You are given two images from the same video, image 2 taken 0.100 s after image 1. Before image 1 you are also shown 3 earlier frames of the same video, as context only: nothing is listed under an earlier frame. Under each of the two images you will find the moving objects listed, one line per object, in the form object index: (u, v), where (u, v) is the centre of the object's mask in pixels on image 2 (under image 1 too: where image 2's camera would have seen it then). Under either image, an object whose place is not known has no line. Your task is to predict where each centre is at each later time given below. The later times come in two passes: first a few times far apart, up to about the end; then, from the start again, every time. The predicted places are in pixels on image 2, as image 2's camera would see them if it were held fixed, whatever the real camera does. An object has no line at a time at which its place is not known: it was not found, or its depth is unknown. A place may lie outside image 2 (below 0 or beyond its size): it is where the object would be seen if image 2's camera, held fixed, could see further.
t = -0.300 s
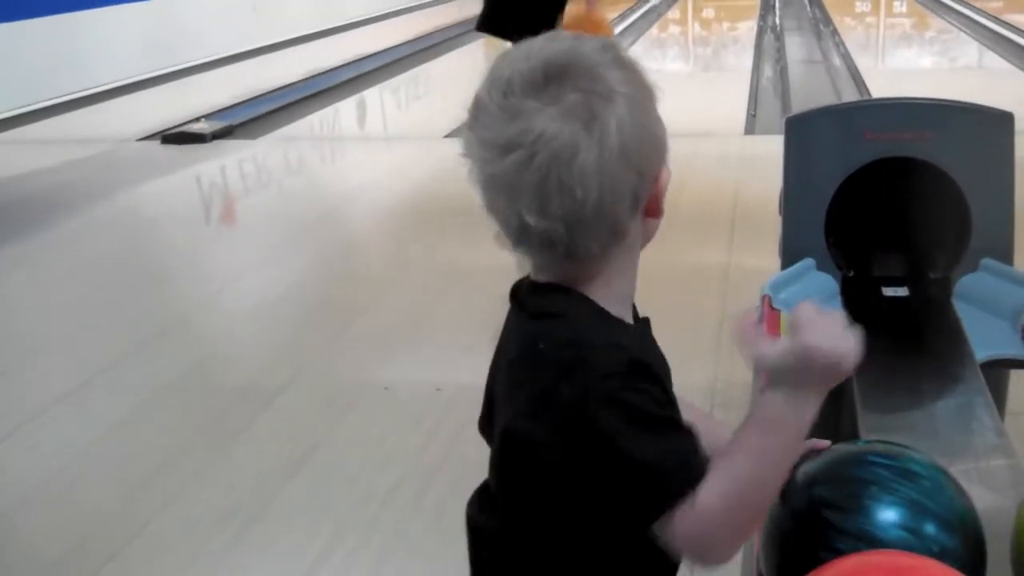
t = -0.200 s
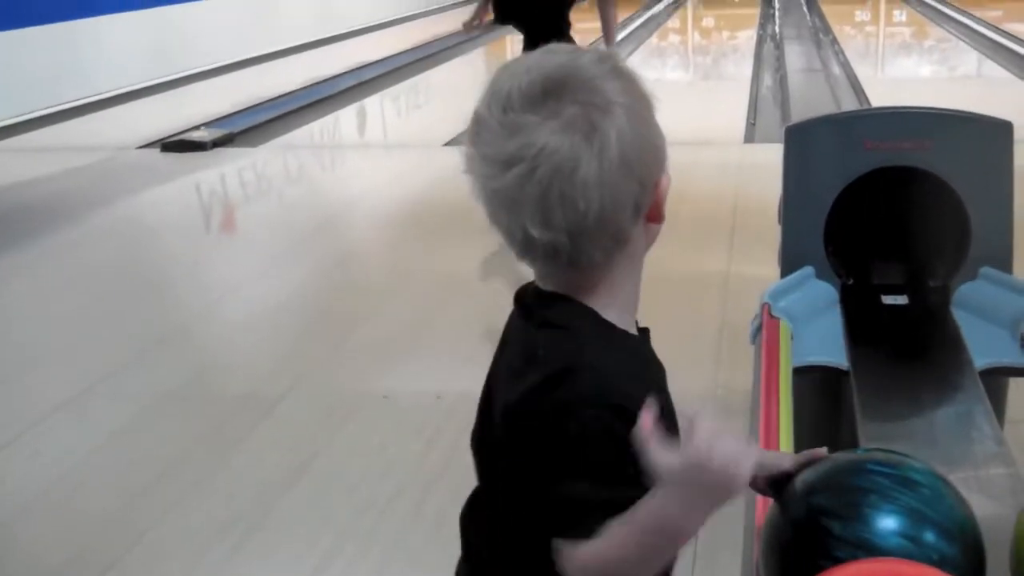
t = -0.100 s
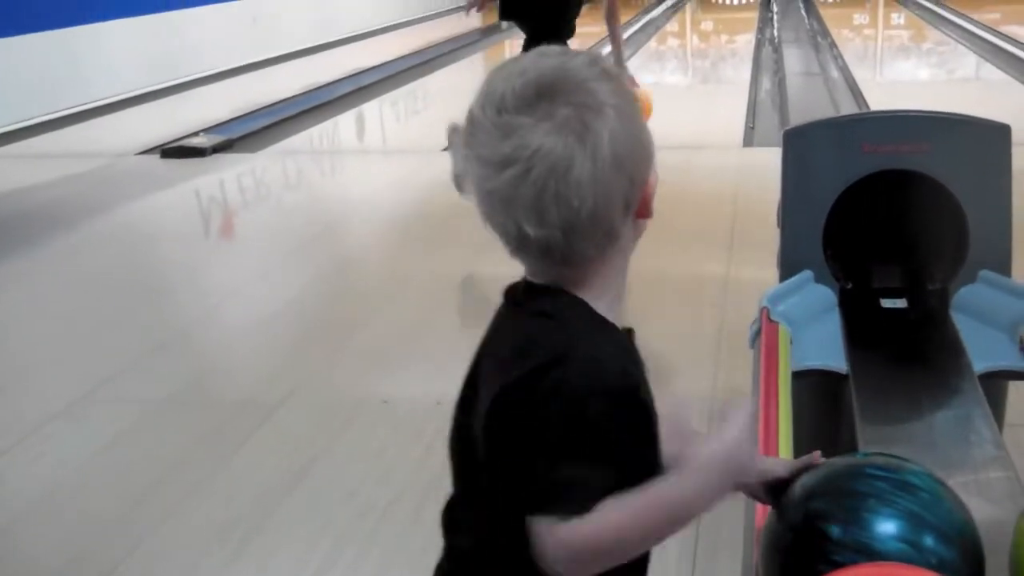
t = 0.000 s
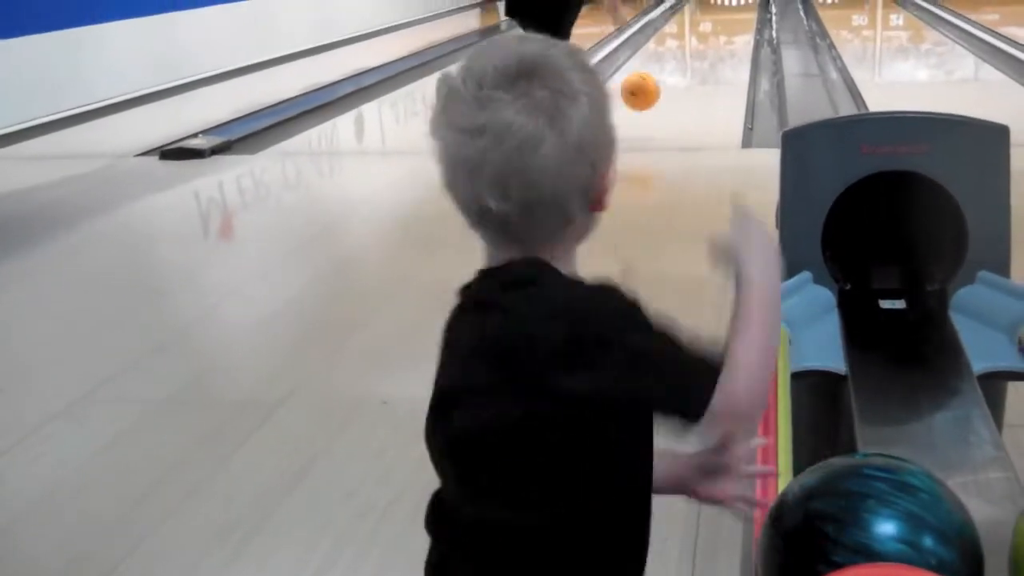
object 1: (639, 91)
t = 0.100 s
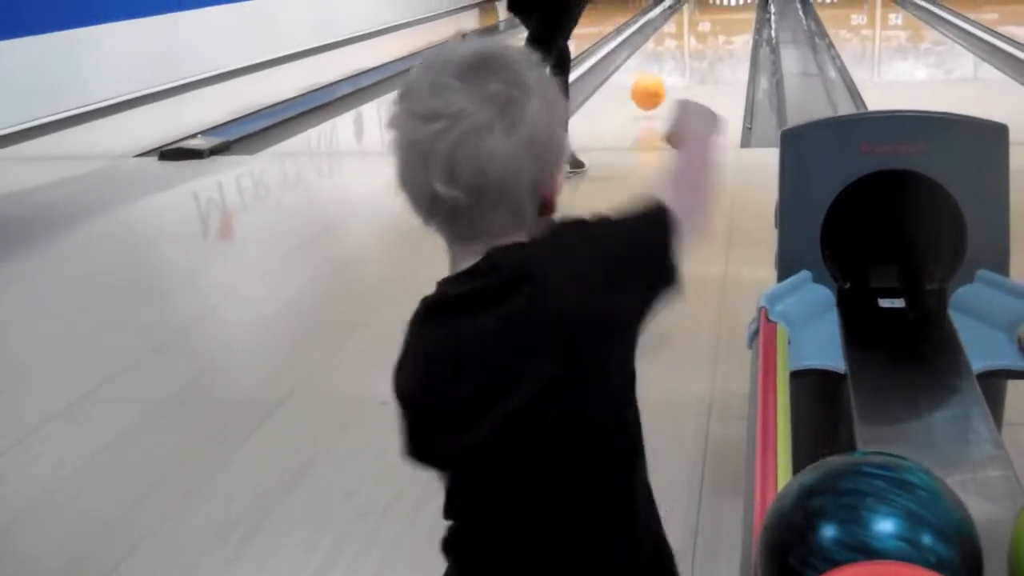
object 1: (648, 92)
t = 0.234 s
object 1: (658, 79)
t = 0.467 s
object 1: (669, 55)
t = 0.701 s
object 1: (678, 36)
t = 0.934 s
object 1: (685, 22)
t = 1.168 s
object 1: (691, 15)
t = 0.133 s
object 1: (652, 89)
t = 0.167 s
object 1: (653, 90)
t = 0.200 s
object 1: (655, 85)
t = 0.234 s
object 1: (658, 79)
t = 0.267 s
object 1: (659, 77)
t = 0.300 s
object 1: (661, 72)
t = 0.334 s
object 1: (664, 67)
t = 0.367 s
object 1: (664, 65)
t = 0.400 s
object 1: (667, 61)
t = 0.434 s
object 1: (668, 57)
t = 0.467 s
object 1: (669, 55)
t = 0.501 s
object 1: (672, 52)
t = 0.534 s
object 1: (673, 48)
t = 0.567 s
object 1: (674, 46)
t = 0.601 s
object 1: (675, 43)
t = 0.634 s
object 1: (676, 41)
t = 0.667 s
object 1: (677, 39)
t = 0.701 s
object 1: (678, 36)
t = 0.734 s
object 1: (679, 34)
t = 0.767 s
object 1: (680, 32)
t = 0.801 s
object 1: (681, 30)
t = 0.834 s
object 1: (682, 28)
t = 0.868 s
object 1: (683, 27)
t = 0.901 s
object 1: (684, 24)
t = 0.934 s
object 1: (685, 22)
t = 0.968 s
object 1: (685, 21)
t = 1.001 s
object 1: (686, 19)
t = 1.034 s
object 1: (687, 17)
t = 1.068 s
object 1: (688, 17)
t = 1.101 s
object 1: (689, 16)
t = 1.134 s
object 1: (690, 14)
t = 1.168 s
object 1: (691, 15)
